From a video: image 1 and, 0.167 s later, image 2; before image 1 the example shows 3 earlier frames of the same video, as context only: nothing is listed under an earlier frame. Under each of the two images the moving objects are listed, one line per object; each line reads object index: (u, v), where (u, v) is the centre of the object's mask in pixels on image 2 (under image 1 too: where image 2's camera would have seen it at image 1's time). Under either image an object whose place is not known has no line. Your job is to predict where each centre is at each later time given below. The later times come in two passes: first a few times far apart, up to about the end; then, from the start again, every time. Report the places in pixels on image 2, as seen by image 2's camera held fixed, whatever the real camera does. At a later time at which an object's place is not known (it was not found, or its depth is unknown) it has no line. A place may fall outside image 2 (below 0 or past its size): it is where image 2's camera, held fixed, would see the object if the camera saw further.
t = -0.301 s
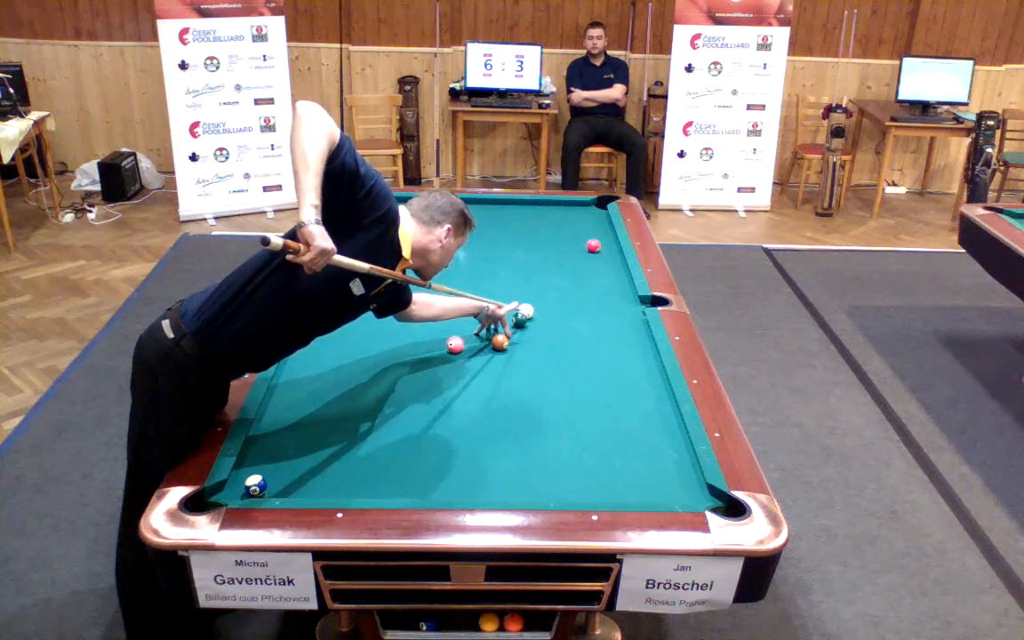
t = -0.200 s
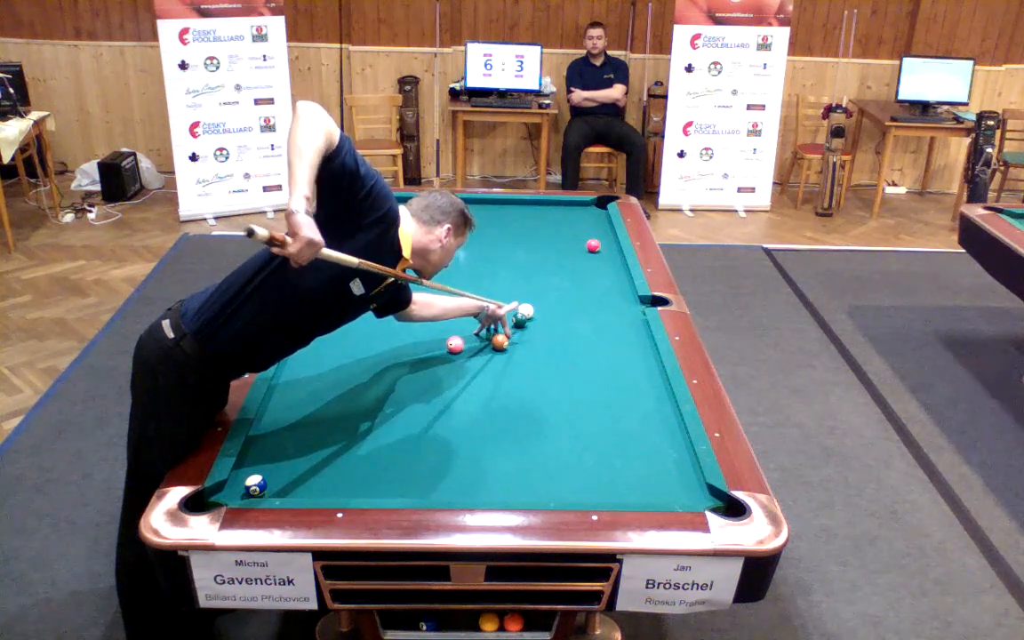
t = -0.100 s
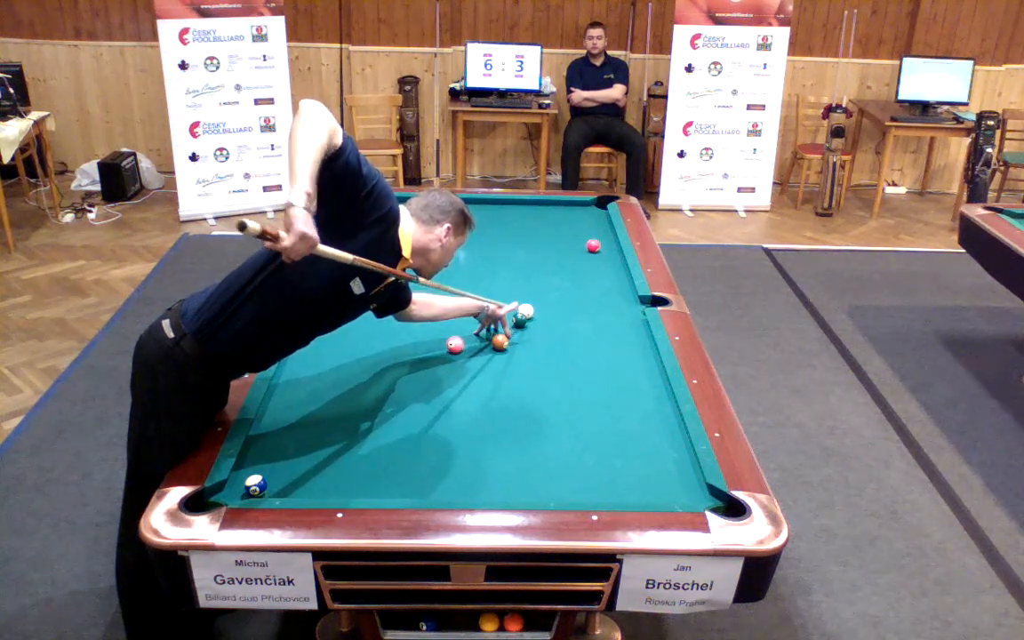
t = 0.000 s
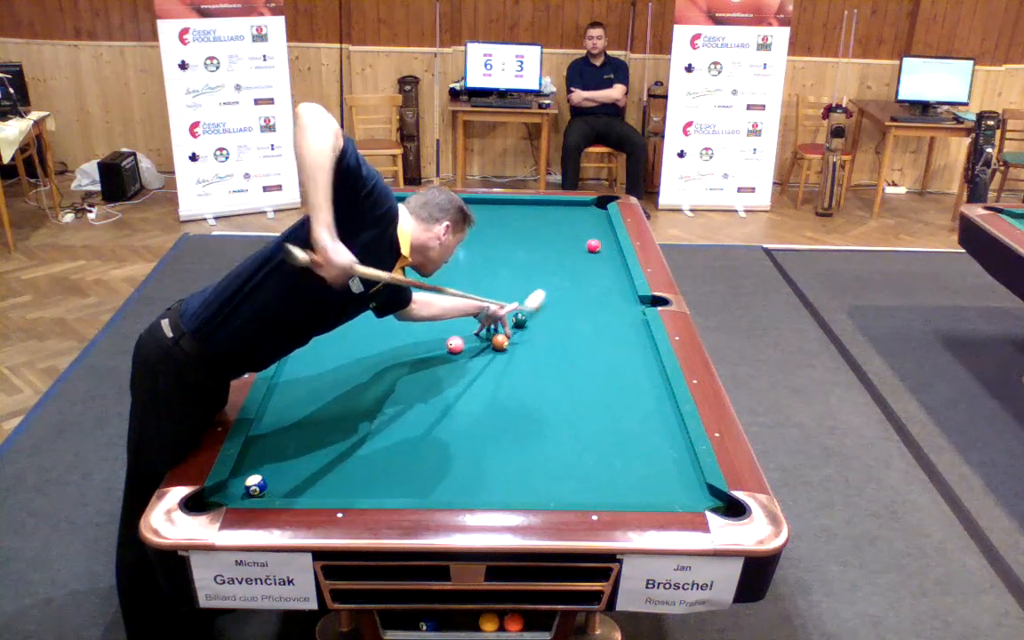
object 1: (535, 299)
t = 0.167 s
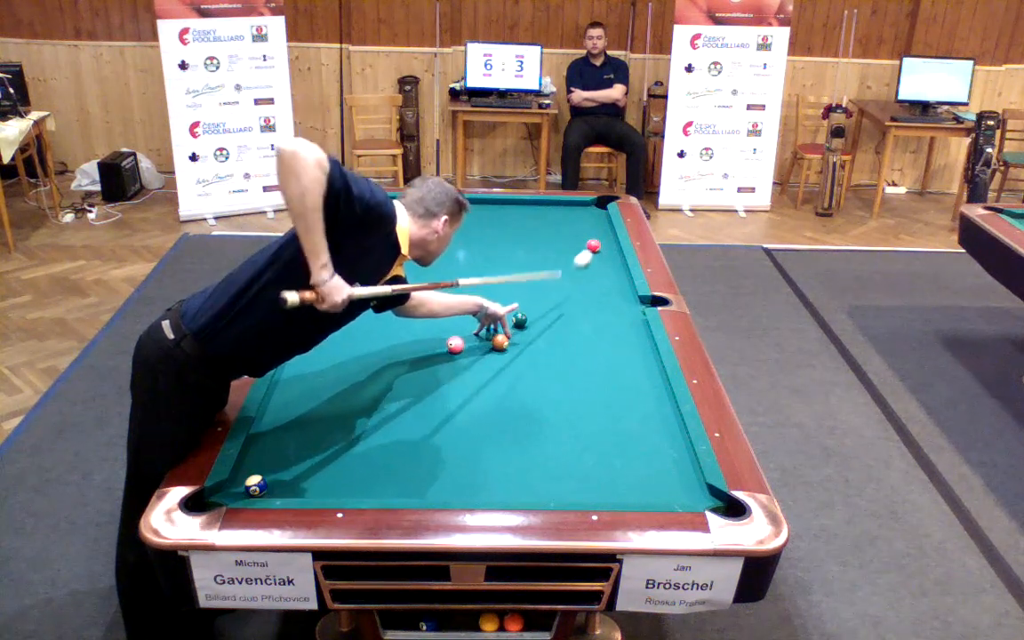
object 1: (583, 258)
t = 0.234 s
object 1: (598, 249)
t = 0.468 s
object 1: (598, 251)
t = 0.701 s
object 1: (576, 252)
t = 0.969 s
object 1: (551, 252)
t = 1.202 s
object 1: (530, 253)
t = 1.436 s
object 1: (510, 254)
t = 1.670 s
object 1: (490, 254)
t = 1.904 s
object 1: (471, 255)
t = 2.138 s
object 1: (453, 255)
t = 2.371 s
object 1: (436, 256)
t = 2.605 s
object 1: (420, 257)
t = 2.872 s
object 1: (401, 257)
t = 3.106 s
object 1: (387, 258)
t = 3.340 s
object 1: (373, 259)
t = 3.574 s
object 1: (360, 259)
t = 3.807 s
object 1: (347, 260)
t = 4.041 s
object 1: (336, 260)
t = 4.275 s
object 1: (333, 261)
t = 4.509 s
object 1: (338, 261)
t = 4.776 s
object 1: (342, 262)
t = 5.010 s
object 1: (346, 262)
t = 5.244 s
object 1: (348, 262)
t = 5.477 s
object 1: (349, 262)
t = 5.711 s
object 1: (350, 262)
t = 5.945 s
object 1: (350, 262)
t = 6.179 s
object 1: (350, 262)
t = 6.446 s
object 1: (350, 262)
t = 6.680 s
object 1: (350, 262)
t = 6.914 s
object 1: (350, 262)
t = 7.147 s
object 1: (350, 262)
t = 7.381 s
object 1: (350, 262)
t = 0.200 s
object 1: (591, 251)
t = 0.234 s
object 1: (598, 249)
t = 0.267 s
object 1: (605, 249)
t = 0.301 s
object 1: (612, 250)
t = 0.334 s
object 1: (614, 250)
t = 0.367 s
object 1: (610, 250)
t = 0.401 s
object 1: (606, 251)
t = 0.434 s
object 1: (602, 251)
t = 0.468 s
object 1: (598, 251)
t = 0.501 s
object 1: (595, 251)
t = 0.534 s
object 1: (592, 251)
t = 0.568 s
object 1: (589, 251)
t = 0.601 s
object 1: (586, 252)
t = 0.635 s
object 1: (583, 253)
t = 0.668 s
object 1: (580, 253)
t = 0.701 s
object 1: (576, 252)
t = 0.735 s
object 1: (573, 252)
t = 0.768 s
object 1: (570, 252)
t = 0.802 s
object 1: (567, 252)
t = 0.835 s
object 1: (564, 252)
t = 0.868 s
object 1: (560, 252)
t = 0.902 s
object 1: (557, 252)
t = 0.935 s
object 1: (554, 252)
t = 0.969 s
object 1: (551, 252)
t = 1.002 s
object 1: (548, 252)
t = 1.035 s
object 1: (545, 252)
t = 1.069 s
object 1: (542, 253)
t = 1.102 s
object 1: (539, 252)
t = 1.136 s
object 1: (536, 252)
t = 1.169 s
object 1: (533, 253)
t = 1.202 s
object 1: (530, 253)
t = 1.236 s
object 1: (527, 253)
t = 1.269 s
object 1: (524, 253)
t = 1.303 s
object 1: (522, 253)
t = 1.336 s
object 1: (518, 253)
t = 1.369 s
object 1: (516, 253)
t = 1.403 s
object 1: (513, 253)
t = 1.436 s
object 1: (510, 254)
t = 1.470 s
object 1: (507, 254)
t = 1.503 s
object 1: (504, 254)
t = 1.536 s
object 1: (501, 254)
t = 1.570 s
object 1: (499, 254)
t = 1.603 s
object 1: (496, 254)
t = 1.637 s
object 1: (493, 254)
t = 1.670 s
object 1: (490, 254)
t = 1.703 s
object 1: (488, 254)
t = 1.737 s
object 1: (485, 254)
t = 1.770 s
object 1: (482, 254)
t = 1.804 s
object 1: (480, 254)
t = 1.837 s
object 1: (477, 255)
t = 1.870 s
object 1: (474, 255)
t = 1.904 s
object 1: (471, 255)
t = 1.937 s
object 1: (469, 255)
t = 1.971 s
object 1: (466, 255)
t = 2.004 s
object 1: (464, 255)
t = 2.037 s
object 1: (461, 255)
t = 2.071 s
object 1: (458, 255)
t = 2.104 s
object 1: (456, 255)
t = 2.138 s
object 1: (453, 255)
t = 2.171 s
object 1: (451, 256)
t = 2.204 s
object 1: (448, 256)
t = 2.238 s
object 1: (446, 256)
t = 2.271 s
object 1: (443, 256)
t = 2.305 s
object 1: (441, 256)
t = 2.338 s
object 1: (439, 256)
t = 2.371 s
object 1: (436, 256)
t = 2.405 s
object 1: (434, 256)
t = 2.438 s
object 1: (431, 256)
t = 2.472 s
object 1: (429, 256)
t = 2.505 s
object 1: (426, 256)
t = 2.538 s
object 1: (424, 256)
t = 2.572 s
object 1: (422, 256)
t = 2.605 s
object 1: (420, 257)
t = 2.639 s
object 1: (417, 257)
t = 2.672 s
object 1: (415, 257)
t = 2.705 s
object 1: (413, 257)
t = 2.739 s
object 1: (411, 257)
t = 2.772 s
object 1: (408, 257)
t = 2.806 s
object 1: (406, 257)
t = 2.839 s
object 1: (404, 257)
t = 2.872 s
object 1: (401, 257)
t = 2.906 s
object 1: (399, 258)
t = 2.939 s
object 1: (398, 258)
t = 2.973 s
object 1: (395, 258)
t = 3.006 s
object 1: (393, 258)
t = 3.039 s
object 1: (391, 258)
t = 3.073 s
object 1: (389, 258)
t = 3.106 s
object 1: (387, 258)
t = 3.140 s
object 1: (385, 258)
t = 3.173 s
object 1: (383, 258)
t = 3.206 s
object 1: (381, 258)
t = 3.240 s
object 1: (379, 258)
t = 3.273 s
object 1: (377, 258)
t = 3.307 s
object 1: (375, 259)
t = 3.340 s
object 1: (373, 259)
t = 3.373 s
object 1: (371, 259)
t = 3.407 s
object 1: (369, 259)
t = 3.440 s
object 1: (367, 259)
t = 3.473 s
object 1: (365, 259)
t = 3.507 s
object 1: (363, 259)
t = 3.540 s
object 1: (362, 259)
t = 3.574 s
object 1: (360, 259)
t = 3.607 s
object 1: (358, 259)
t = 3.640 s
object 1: (356, 259)
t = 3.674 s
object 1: (354, 260)
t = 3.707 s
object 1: (352, 259)
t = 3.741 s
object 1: (351, 260)
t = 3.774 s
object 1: (349, 260)
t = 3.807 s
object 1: (347, 260)
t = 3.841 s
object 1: (346, 260)
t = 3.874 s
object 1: (344, 260)
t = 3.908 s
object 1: (342, 260)
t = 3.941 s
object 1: (341, 260)
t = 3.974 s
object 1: (339, 260)
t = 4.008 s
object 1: (337, 260)
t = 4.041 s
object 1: (336, 260)
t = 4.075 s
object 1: (334, 260)
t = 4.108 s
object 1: (332, 261)
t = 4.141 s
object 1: (331, 261)
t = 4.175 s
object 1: (331, 261)
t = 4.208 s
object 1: (332, 260)
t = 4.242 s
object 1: (332, 261)
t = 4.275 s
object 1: (333, 261)
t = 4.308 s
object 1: (334, 261)
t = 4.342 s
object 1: (334, 261)
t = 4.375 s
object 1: (335, 261)
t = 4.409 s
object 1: (336, 261)
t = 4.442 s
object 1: (336, 261)
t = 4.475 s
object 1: (337, 261)
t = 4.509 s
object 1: (338, 261)
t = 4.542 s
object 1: (338, 261)
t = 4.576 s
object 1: (339, 261)
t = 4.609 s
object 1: (340, 261)
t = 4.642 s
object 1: (340, 261)
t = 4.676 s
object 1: (341, 262)
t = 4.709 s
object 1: (341, 262)
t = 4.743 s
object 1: (342, 262)
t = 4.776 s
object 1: (342, 262)
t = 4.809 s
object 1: (343, 262)
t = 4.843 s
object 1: (343, 262)
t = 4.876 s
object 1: (344, 262)
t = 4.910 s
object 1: (344, 262)
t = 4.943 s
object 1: (345, 262)
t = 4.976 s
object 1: (345, 262)
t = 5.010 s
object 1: (346, 262)
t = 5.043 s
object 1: (346, 262)
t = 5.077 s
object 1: (346, 262)
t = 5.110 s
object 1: (347, 262)
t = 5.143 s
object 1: (347, 262)
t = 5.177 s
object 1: (347, 262)
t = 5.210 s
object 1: (348, 262)
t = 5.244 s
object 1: (348, 262)
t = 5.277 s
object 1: (348, 262)
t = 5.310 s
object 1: (348, 262)
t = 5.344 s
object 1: (349, 262)
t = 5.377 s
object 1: (349, 262)
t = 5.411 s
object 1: (349, 262)
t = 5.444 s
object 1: (349, 262)
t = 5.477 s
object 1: (349, 262)
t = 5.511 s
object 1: (350, 262)
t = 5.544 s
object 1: (350, 262)
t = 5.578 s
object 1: (350, 262)
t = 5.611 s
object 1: (350, 262)
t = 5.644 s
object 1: (350, 262)
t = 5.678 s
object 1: (350, 262)
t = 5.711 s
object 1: (350, 262)
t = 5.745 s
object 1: (350, 262)
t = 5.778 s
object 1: (350, 262)
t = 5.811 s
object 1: (350, 262)
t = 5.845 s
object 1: (350, 262)
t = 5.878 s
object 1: (350, 262)
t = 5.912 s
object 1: (350, 262)
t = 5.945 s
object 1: (350, 262)
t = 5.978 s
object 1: (350, 262)
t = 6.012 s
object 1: (350, 262)
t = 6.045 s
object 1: (350, 262)
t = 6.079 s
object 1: (350, 262)
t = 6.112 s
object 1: (350, 262)
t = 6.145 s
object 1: (350, 262)
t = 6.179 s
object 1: (350, 262)
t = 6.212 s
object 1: (350, 262)
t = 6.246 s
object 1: (350, 262)
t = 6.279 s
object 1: (350, 262)
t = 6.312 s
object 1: (350, 262)
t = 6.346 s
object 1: (350, 262)
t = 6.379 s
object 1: (350, 262)
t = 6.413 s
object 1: (350, 262)
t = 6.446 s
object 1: (350, 262)
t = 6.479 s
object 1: (350, 262)
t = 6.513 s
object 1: (350, 262)
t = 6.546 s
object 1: (350, 262)
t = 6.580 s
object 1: (350, 262)
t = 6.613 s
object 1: (350, 262)
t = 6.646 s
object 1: (350, 262)
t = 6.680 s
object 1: (350, 262)
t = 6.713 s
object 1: (350, 262)
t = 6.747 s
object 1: (350, 262)
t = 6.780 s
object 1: (350, 262)
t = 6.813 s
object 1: (350, 262)
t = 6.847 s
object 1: (350, 262)
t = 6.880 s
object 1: (350, 262)
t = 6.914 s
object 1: (350, 262)
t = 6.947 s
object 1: (350, 262)
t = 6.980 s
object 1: (350, 262)
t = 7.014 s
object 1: (350, 262)
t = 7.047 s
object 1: (350, 262)
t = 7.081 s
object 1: (350, 262)
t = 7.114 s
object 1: (350, 262)
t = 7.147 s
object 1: (350, 262)
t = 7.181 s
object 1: (350, 262)
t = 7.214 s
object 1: (350, 262)
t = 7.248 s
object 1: (350, 262)
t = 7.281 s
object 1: (350, 262)
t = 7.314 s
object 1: (350, 262)
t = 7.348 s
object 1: (350, 262)
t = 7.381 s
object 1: (350, 262)
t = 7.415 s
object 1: (350, 262)
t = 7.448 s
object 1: (350, 262)
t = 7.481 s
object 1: (350, 262)
